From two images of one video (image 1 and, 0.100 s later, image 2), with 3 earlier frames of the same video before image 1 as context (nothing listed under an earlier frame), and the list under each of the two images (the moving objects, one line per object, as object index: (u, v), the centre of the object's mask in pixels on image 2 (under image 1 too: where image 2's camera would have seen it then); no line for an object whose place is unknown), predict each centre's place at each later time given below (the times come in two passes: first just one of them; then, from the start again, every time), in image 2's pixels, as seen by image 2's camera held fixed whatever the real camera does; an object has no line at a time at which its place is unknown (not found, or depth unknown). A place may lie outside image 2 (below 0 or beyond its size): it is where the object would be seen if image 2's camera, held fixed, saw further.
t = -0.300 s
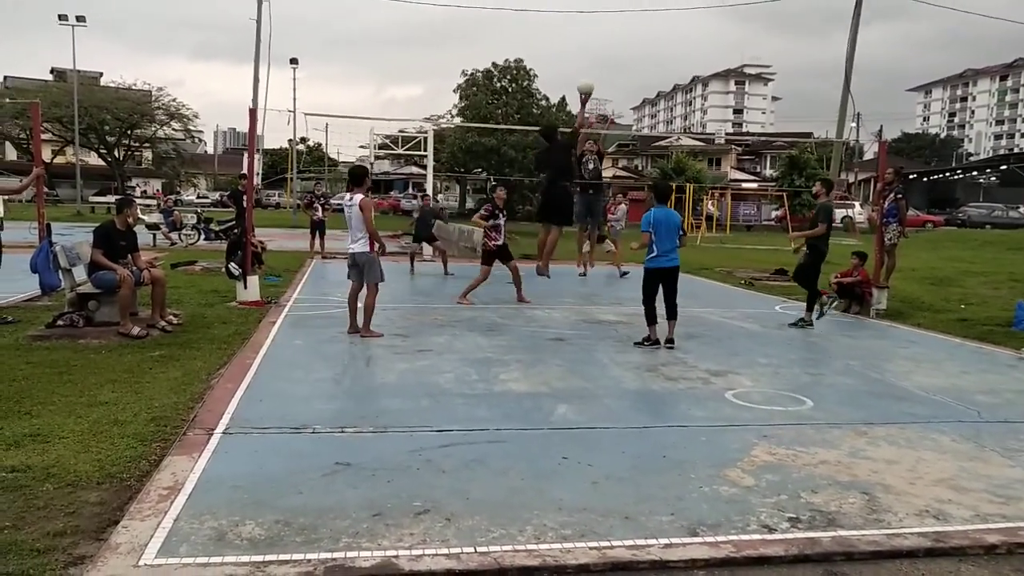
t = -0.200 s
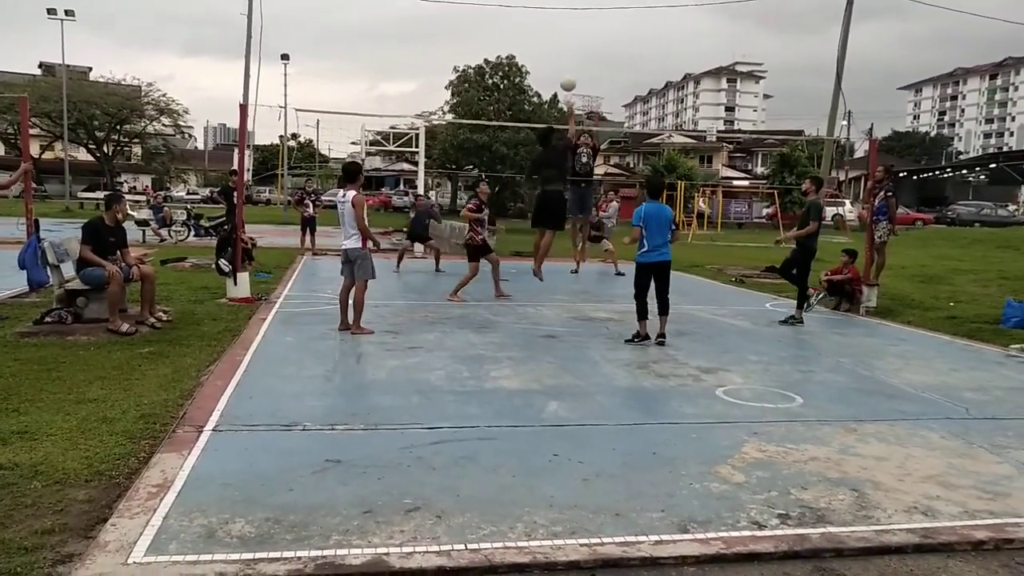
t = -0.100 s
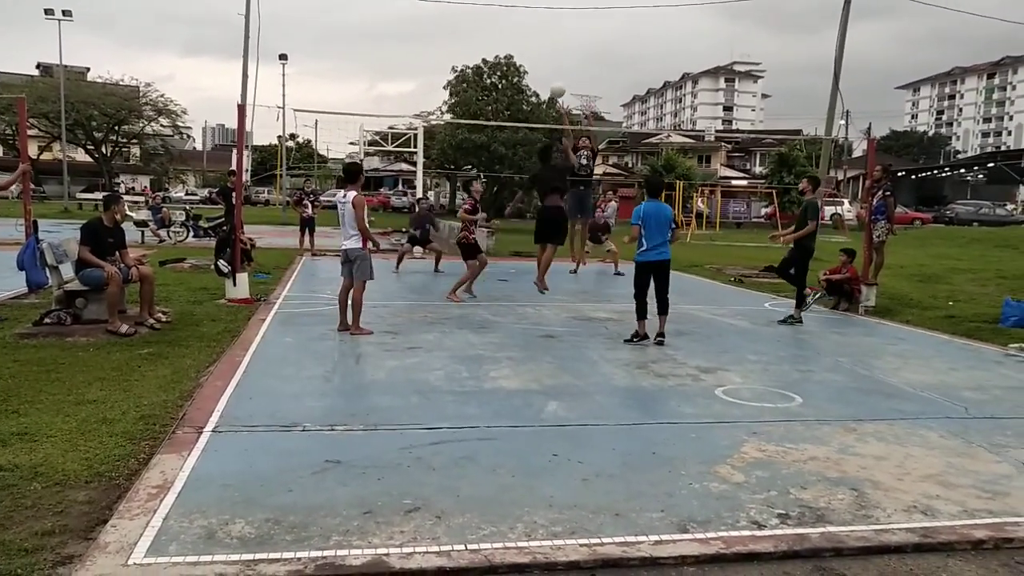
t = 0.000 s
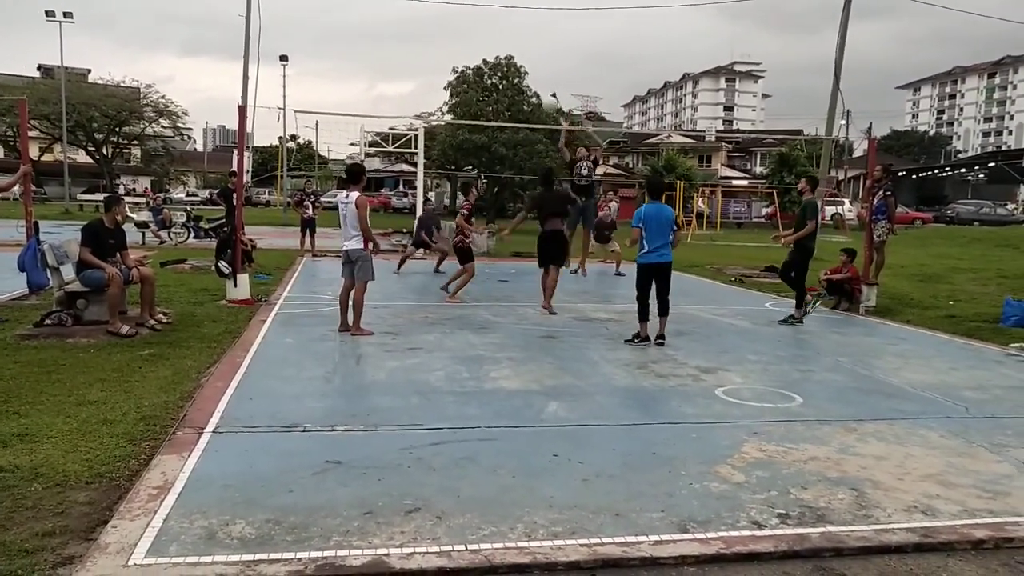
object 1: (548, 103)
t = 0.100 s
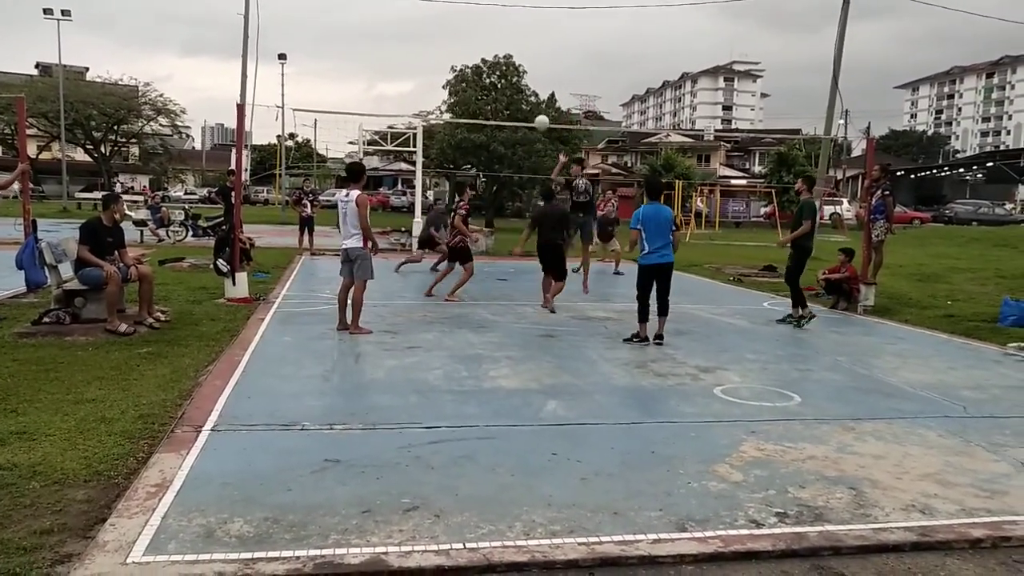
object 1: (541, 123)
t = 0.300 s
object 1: (529, 176)
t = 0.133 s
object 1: (539, 130)
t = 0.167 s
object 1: (537, 138)
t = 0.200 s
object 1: (535, 147)
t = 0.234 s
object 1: (533, 156)
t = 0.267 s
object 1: (531, 166)
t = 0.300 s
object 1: (529, 176)
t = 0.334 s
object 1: (527, 186)
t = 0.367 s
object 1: (525, 197)
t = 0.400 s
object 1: (523, 209)
